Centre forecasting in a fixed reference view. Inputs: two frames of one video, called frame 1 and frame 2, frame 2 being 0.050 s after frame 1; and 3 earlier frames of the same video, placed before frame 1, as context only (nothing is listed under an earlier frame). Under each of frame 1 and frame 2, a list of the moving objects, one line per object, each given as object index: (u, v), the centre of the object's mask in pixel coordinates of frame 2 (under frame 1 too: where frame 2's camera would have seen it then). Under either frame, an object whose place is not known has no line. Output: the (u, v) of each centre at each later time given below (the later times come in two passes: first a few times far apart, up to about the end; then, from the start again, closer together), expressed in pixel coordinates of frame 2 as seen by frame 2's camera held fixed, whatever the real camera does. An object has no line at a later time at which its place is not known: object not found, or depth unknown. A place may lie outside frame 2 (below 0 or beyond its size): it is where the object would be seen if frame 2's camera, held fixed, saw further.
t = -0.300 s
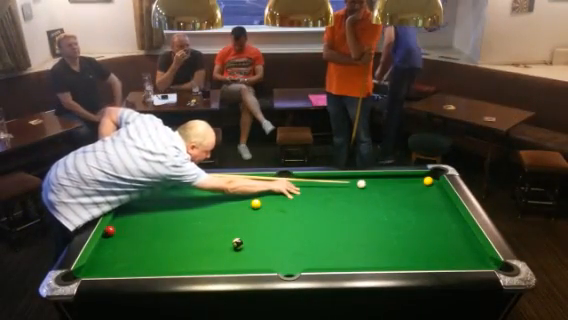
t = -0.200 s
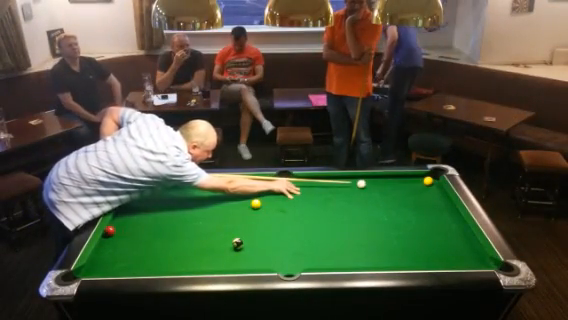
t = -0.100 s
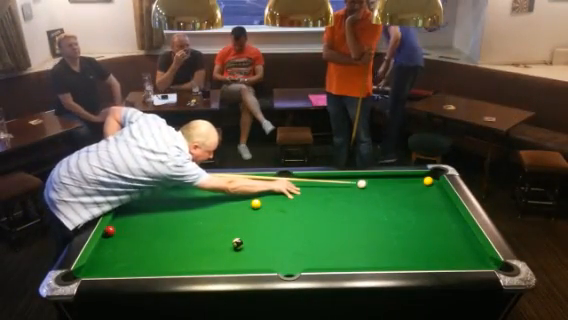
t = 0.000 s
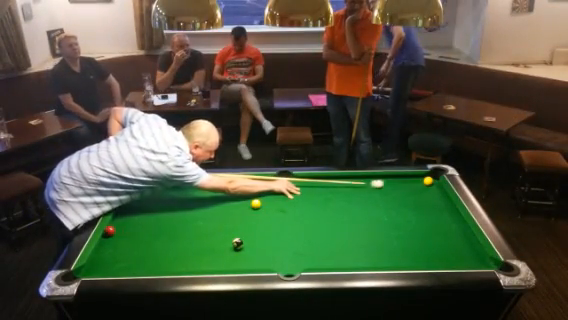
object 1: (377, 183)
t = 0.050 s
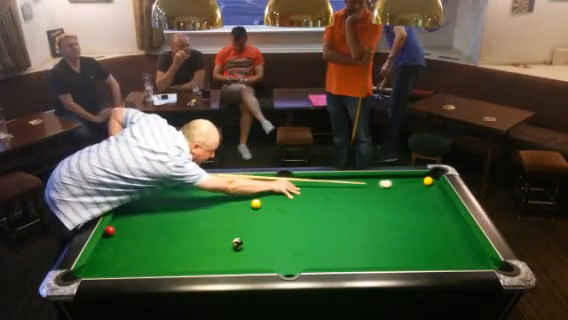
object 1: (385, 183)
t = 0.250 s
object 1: (417, 183)
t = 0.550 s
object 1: (433, 191)
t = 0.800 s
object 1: (421, 197)
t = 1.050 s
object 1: (408, 202)
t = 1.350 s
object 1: (394, 209)
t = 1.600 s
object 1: (381, 214)
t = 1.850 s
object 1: (369, 219)
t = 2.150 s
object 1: (355, 224)
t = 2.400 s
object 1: (344, 229)
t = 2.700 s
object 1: (331, 234)
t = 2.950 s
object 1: (321, 238)
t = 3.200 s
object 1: (311, 242)
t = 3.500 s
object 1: (300, 246)
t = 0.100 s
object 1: (393, 183)
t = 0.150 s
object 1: (402, 183)
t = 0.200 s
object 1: (410, 183)
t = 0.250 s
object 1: (417, 183)
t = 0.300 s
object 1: (425, 184)
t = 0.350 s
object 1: (431, 186)
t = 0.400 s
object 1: (437, 187)
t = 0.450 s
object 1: (439, 188)
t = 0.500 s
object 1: (436, 190)
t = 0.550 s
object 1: (433, 191)
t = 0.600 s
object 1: (431, 192)
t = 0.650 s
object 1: (428, 193)
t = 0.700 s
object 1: (426, 194)
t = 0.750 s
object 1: (423, 195)
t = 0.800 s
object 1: (421, 197)
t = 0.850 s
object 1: (418, 198)
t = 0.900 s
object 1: (416, 199)
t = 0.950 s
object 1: (413, 200)
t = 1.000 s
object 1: (411, 201)
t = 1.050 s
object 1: (408, 202)
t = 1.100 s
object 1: (406, 203)
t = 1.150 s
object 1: (404, 204)
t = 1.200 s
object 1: (401, 205)
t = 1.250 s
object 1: (398, 206)
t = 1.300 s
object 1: (396, 207)
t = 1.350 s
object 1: (394, 209)
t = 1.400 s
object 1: (391, 209)
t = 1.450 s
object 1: (389, 211)
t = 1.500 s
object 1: (386, 212)
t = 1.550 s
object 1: (384, 213)
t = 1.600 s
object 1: (381, 214)
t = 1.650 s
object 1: (379, 215)
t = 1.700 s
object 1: (376, 216)
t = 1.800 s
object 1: (372, 218)
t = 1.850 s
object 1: (369, 219)
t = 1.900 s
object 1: (367, 220)
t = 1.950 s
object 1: (365, 221)
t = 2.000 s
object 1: (362, 222)
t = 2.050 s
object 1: (360, 223)
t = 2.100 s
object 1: (357, 224)
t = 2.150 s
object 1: (355, 224)
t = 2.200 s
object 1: (353, 225)
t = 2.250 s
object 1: (351, 226)
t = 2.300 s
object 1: (348, 227)
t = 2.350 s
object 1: (346, 228)
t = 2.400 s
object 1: (344, 229)
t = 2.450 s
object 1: (342, 230)
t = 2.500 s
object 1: (339, 231)
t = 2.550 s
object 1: (337, 232)
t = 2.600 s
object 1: (335, 233)
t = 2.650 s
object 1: (333, 233)
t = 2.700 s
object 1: (331, 234)
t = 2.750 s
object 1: (329, 235)
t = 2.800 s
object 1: (327, 236)
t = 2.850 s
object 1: (325, 237)
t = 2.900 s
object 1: (323, 238)
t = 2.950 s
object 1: (321, 238)
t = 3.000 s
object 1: (319, 239)
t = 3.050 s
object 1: (317, 240)
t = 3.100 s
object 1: (315, 241)
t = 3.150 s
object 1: (313, 241)
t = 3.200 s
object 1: (311, 242)
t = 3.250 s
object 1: (309, 243)
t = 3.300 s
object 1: (308, 243)
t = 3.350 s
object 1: (306, 244)
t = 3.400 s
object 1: (304, 245)
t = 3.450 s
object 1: (302, 246)
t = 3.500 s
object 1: (300, 246)
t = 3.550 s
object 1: (299, 247)
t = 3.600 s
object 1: (297, 247)
